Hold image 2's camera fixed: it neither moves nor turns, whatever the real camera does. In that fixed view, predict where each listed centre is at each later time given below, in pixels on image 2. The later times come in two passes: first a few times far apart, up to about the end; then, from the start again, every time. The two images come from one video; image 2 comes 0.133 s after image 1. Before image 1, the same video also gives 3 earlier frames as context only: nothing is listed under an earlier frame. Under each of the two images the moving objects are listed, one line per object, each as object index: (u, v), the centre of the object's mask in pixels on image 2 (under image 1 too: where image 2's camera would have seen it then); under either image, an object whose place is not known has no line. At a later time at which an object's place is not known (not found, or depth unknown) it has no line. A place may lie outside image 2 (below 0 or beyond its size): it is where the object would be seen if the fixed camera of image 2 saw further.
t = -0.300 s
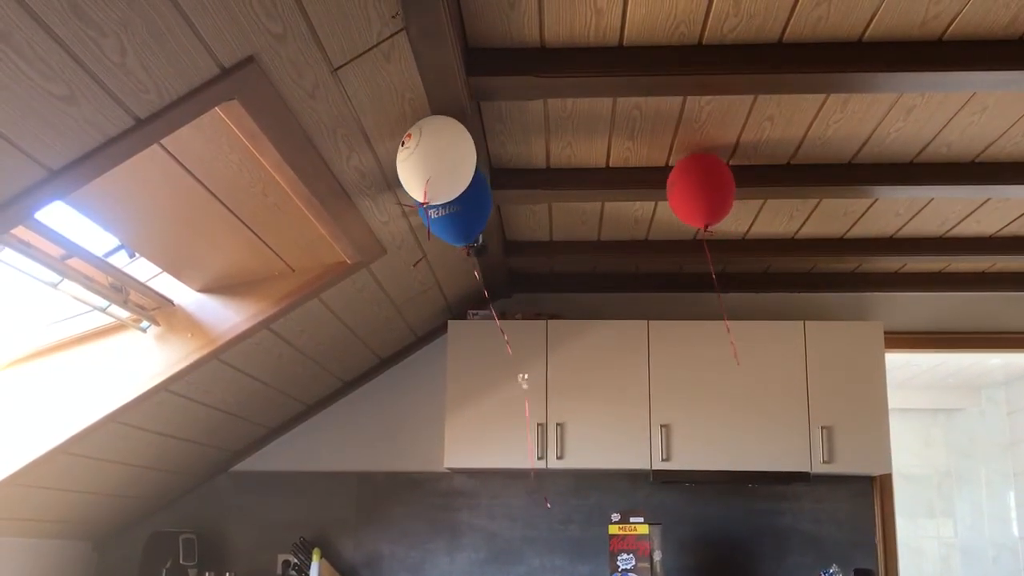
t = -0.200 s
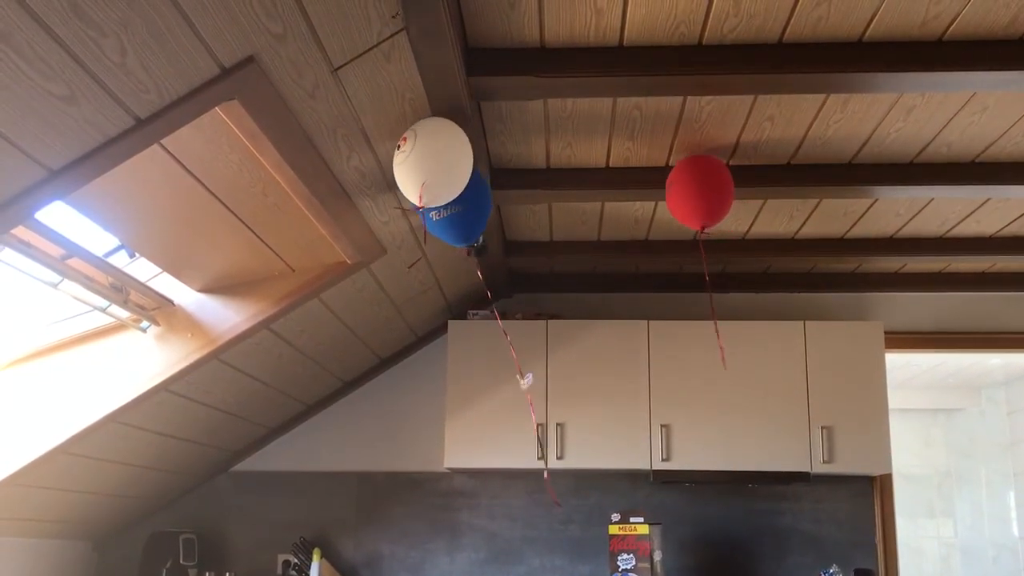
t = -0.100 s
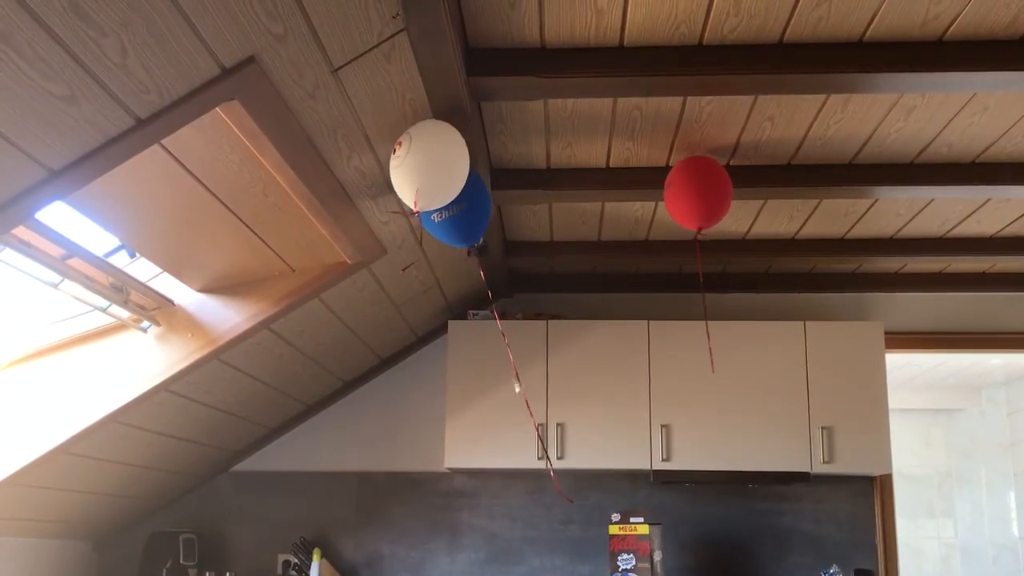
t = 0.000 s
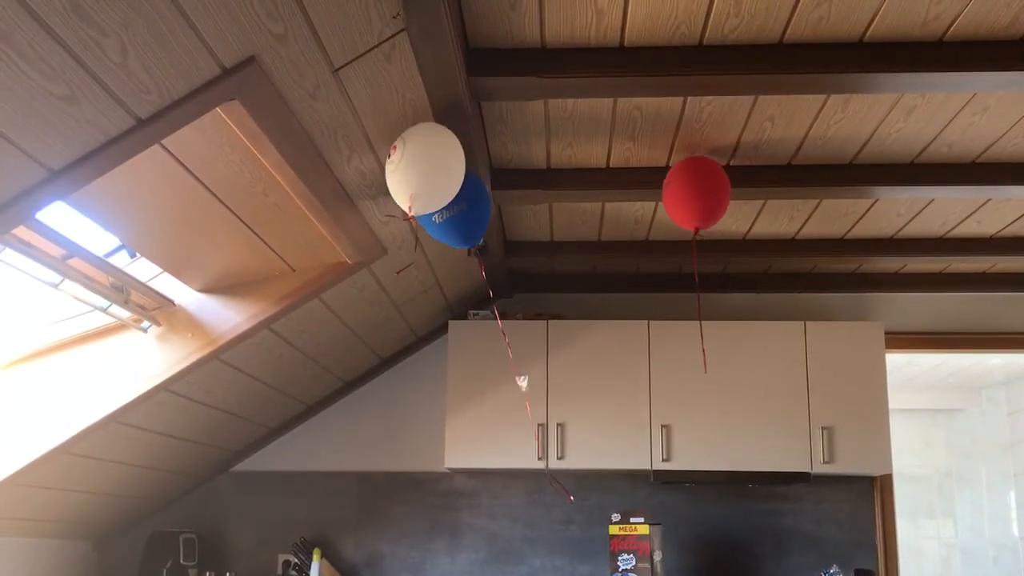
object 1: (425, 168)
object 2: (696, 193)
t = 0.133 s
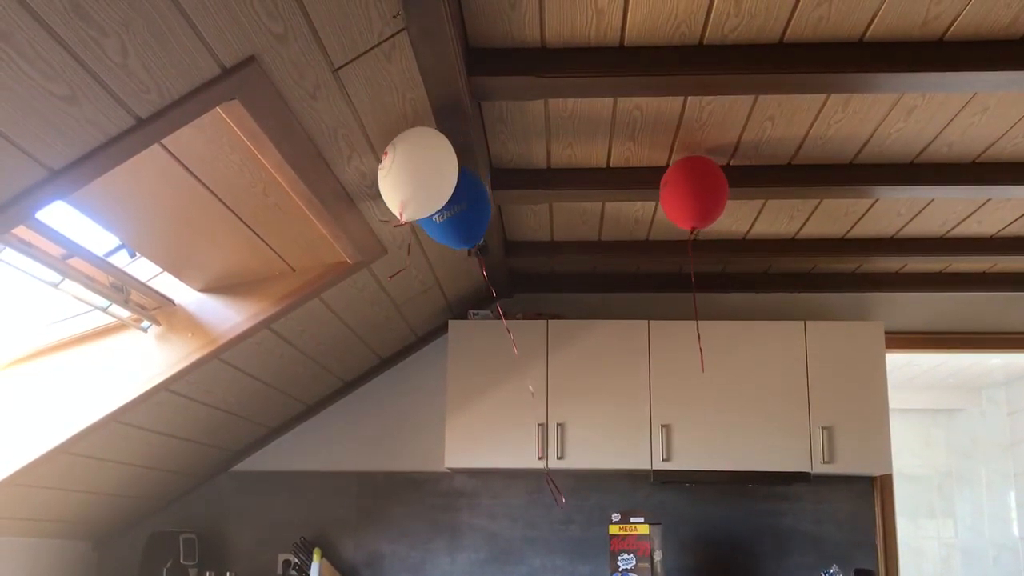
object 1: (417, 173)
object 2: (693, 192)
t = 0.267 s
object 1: (408, 180)
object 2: (690, 191)
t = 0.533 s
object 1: (385, 196)
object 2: (683, 188)
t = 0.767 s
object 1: (362, 213)
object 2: (677, 189)
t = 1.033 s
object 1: (334, 232)
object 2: (668, 191)
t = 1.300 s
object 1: (301, 244)
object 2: (658, 190)
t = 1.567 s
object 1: (256, 257)
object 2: (647, 191)
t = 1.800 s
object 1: (220, 268)
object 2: (636, 192)
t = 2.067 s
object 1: (189, 294)
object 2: (623, 193)
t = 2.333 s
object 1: (187, 344)
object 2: (611, 194)
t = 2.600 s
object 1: (193, 402)
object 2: (601, 196)
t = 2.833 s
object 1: (201, 440)
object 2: (592, 196)
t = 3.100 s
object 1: (217, 468)
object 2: (580, 197)
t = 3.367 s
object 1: (242, 480)
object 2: (568, 196)
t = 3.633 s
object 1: (280, 486)
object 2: (556, 194)
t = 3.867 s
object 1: (323, 492)
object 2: (548, 195)
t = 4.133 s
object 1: (373, 509)
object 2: (538, 194)
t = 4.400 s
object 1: (421, 531)
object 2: (529, 194)
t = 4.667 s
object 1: (466, 552)
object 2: (521, 193)
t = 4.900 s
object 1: (506, 566)
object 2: (524, 195)
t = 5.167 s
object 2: (529, 195)
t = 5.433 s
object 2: (533, 193)
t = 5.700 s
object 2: (535, 191)
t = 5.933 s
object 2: (535, 192)
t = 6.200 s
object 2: (535, 192)
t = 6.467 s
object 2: (534, 191)
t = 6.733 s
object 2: (531, 190)
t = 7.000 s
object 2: (529, 189)
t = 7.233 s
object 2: (525, 187)
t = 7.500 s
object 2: (522, 187)
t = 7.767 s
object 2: (521, 187)
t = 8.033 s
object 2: (522, 187)
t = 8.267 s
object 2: (523, 188)
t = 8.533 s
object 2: (523, 189)
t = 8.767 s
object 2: (523, 189)
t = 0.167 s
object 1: (415, 175)
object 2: (693, 192)
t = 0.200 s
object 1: (413, 176)
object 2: (692, 192)
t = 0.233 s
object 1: (410, 178)
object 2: (691, 192)
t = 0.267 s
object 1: (408, 180)
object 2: (690, 191)
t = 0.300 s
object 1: (405, 181)
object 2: (689, 191)
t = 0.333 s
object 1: (402, 183)
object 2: (689, 191)
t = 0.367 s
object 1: (399, 185)
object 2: (688, 191)
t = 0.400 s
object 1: (396, 187)
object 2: (687, 190)
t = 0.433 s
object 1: (393, 189)
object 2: (686, 190)
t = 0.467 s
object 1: (390, 191)
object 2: (685, 189)
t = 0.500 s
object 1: (388, 193)
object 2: (683, 189)
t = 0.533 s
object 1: (385, 196)
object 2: (683, 188)
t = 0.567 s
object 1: (382, 198)
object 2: (681, 188)
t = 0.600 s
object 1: (379, 200)
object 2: (681, 188)
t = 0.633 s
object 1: (376, 202)
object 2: (680, 188)
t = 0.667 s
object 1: (373, 205)
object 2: (679, 189)
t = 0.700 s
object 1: (369, 208)
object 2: (679, 189)
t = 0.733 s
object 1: (366, 210)
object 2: (678, 189)
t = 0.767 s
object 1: (362, 213)
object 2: (677, 189)
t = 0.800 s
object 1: (358, 215)
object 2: (676, 190)
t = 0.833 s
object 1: (355, 218)
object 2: (675, 190)
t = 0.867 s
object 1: (351, 220)
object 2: (674, 190)
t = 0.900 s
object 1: (348, 223)
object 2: (673, 190)
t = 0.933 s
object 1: (344, 225)
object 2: (671, 190)
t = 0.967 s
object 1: (341, 228)
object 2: (670, 190)
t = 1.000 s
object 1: (338, 230)
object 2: (669, 191)
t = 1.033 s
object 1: (334, 232)
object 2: (668, 191)
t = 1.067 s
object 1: (329, 234)
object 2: (667, 191)
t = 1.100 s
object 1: (326, 236)
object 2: (666, 191)
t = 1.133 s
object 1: (323, 238)
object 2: (665, 190)
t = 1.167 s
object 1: (319, 239)
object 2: (663, 190)
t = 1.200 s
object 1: (316, 240)
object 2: (662, 190)
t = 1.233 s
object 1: (311, 242)
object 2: (660, 190)
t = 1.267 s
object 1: (306, 243)
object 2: (659, 189)
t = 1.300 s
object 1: (301, 244)
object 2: (658, 190)
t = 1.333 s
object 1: (295, 245)
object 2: (656, 189)
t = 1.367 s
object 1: (290, 247)
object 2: (655, 190)
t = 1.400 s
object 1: (284, 248)
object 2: (654, 190)
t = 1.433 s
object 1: (278, 250)
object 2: (653, 190)
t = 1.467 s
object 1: (272, 251)
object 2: (651, 191)
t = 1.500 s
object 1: (267, 253)
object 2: (650, 191)
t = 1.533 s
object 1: (261, 255)
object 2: (649, 191)
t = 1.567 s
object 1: (256, 257)
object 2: (647, 191)
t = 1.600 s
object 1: (251, 259)
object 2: (646, 191)
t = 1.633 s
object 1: (246, 260)
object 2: (644, 191)
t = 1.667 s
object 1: (241, 262)
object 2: (643, 192)
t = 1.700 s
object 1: (236, 263)
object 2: (641, 192)
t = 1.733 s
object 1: (230, 265)
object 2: (640, 192)
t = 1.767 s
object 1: (225, 266)
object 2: (638, 192)
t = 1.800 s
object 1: (220, 268)
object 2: (636, 192)
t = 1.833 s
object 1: (215, 270)
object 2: (635, 192)
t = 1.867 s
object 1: (210, 274)
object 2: (633, 192)
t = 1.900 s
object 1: (205, 276)
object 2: (631, 192)
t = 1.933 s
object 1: (201, 279)
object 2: (629, 192)
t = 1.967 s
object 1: (198, 282)
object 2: (627, 192)
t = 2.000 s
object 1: (194, 286)
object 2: (626, 192)
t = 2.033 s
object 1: (191, 289)
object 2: (625, 192)
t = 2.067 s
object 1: (189, 294)
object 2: (623, 193)
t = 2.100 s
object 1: (187, 299)
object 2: (622, 193)
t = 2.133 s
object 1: (186, 304)
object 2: (620, 194)
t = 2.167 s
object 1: (186, 310)
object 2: (618, 194)
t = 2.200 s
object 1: (185, 315)
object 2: (617, 194)
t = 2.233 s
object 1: (185, 322)
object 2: (615, 194)
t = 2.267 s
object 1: (186, 329)
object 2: (613, 194)
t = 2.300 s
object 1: (186, 336)
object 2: (612, 194)
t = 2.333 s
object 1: (187, 344)
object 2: (611, 194)
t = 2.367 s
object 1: (187, 353)
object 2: (610, 195)
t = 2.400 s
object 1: (188, 360)
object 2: (609, 195)
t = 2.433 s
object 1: (188, 367)
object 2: (608, 195)
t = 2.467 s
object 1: (189, 375)
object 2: (606, 196)
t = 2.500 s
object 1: (190, 382)
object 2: (605, 196)
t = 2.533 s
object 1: (191, 389)
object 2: (604, 196)
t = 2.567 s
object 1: (193, 396)
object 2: (603, 196)
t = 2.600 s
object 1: (193, 402)
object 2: (601, 196)
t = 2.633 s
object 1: (194, 408)
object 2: (600, 196)
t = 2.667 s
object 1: (195, 414)
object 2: (599, 196)
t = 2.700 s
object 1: (196, 419)
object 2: (597, 196)
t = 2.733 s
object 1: (197, 425)
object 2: (596, 196)
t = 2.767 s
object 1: (198, 430)
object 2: (595, 196)
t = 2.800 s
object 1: (200, 435)
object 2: (593, 196)
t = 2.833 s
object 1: (201, 440)
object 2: (592, 196)
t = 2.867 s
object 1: (203, 444)
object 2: (590, 197)
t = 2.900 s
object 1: (205, 449)
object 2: (589, 197)
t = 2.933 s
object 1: (207, 453)
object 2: (587, 197)
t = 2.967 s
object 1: (208, 456)
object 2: (586, 197)
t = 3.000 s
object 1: (210, 460)
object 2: (584, 197)
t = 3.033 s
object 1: (212, 463)
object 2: (583, 197)
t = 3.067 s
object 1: (215, 466)
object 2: (581, 197)
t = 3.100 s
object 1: (217, 468)
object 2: (580, 197)
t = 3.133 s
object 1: (219, 471)
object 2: (578, 197)
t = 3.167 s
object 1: (222, 473)
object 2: (577, 197)
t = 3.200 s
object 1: (225, 475)
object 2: (575, 197)
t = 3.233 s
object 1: (228, 476)
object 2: (574, 196)
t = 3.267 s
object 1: (231, 477)
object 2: (573, 196)
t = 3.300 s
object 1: (234, 479)
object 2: (571, 196)
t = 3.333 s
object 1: (238, 479)
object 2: (569, 196)
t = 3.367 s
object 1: (242, 480)
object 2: (568, 196)
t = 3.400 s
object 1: (246, 481)
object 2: (566, 196)
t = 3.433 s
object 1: (250, 482)
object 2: (565, 195)
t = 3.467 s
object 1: (255, 482)
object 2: (563, 195)
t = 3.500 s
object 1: (259, 483)
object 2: (562, 195)
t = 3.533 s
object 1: (264, 484)
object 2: (560, 195)
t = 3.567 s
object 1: (269, 484)
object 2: (559, 194)
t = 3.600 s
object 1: (275, 485)
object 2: (557, 194)
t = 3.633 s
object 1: (280, 486)
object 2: (556, 194)
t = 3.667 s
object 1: (286, 486)
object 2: (555, 194)
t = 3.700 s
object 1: (292, 487)
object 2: (554, 194)
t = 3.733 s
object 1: (298, 488)
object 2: (552, 194)
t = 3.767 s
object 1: (304, 489)
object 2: (551, 194)
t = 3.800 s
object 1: (311, 490)
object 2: (550, 194)
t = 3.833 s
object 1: (317, 491)
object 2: (549, 195)
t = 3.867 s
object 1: (323, 492)
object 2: (548, 195)
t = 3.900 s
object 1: (329, 494)
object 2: (546, 195)
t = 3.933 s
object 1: (336, 496)
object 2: (545, 195)
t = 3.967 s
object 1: (342, 498)
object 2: (544, 195)
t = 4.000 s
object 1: (348, 499)
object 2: (543, 195)
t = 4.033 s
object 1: (354, 502)
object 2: (541, 194)
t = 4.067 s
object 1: (360, 504)
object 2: (540, 194)
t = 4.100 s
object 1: (367, 506)
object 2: (539, 194)
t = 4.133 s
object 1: (373, 509)
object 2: (538, 194)
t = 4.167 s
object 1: (379, 511)
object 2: (537, 194)
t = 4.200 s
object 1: (385, 514)
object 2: (535, 194)
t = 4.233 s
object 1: (391, 516)
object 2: (535, 194)
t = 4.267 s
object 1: (397, 519)
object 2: (533, 194)
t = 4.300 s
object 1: (403, 522)
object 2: (532, 194)
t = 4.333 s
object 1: (409, 525)
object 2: (531, 194)
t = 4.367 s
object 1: (415, 528)
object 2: (530, 194)
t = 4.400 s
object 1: (421, 531)
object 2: (529, 194)
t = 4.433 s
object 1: (426, 534)
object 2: (528, 194)
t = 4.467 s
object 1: (432, 537)
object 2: (527, 194)
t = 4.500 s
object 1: (438, 540)
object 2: (526, 194)
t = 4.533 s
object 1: (443, 542)
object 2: (525, 194)
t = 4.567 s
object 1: (449, 545)
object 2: (524, 193)
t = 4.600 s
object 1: (455, 547)
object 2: (523, 193)
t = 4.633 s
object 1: (460, 550)
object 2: (522, 193)
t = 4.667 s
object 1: (466, 552)
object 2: (521, 193)
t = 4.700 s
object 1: (472, 554)
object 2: (521, 194)
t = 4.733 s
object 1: (477, 556)
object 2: (521, 194)
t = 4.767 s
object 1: (483, 558)
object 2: (521, 194)
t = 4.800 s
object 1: (489, 560)
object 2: (522, 194)
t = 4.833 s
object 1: (494, 562)
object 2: (522, 194)
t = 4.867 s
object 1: (500, 564)
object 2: (523, 194)
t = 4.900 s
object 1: (506, 566)
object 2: (524, 195)
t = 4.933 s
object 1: (511, 568)
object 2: (525, 195)
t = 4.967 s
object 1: (517, 570)
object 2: (525, 195)
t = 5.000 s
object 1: (523, 572)
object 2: (526, 196)
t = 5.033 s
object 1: (529, 573)
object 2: (526, 196)
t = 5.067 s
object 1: (535, 575)
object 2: (527, 196)
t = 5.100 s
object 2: (528, 196)
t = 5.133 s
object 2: (528, 196)
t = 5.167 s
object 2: (529, 195)
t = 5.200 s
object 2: (530, 195)
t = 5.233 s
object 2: (530, 195)
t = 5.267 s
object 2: (531, 195)
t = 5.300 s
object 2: (531, 195)
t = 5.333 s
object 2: (531, 195)
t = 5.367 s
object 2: (532, 194)
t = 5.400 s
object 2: (532, 194)
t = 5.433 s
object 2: (533, 193)
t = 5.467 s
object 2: (533, 193)
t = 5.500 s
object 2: (533, 192)
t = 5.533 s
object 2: (534, 192)
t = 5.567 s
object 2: (534, 192)
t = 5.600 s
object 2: (534, 191)
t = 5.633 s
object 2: (534, 191)
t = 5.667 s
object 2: (535, 191)
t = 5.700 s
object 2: (535, 191)
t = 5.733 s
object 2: (535, 191)
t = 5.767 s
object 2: (535, 192)
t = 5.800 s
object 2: (535, 192)
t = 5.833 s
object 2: (535, 192)
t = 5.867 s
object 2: (535, 192)
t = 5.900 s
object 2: (535, 191)
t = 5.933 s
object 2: (535, 192)
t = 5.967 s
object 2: (535, 192)
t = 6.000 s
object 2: (535, 192)
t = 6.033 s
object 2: (535, 192)
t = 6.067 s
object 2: (535, 192)
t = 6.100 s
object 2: (535, 192)
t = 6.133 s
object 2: (535, 192)
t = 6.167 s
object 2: (535, 192)
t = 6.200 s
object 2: (535, 192)
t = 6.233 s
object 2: (535, 192)
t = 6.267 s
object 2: (534, 191)
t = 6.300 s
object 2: (534, 192)
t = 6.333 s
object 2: (534, 191)
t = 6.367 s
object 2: (534, 191)
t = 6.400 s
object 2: (534, 191)
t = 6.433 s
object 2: (534, 191)
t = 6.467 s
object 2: (534, 191)
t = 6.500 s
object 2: (533, 191)
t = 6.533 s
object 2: (533, 191)
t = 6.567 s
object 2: (533, 191)
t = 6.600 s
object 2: (533, 191)
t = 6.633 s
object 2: (533, 191)
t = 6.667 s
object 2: (532, 191)
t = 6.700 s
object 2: (532, 190)
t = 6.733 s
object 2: (531, 190)
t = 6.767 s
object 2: (531, 190)
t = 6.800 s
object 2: (531, 190)
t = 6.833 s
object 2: (530, 190)
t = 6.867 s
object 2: (530, 190)
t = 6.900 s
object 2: (530, 189)
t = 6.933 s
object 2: (529, 189)
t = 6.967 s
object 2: (529, 189)
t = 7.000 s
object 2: (529, 189)
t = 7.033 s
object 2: (528, 189)
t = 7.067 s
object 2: (528, 189)
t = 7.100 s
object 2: (527, 188)
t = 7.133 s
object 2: (527, 188)
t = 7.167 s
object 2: (526, 188)
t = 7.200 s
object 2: (526, 188)
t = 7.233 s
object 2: (525, 187)
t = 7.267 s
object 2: (525, 187)
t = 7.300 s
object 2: (524, 187)
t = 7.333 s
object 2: (524, 187)
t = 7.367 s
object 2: (523, 187)
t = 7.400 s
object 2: (523, 187)
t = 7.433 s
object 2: (523, 187)
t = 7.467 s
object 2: (522, 187)
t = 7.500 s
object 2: (522, 187)
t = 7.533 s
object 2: (522, 187)
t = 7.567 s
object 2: (522, 187)
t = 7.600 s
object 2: (521, 187)
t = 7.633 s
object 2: (521, 187)
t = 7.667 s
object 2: (521, 187)
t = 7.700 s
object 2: (521, 187)
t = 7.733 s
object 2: (521, 187)
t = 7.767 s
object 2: (521, 187)
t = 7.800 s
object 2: (521, 187)
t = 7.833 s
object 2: (522, 187)
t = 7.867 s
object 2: (522, 187)
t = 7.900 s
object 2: (522, 187)
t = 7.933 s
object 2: (522, 187)
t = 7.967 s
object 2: (522, 187)
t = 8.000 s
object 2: (522, 187)
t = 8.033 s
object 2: (522, 187)
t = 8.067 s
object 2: (522, 187)
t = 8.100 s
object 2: (523, 188)
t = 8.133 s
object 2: (523, 188)
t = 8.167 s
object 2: (523, 188)
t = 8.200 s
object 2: (523, 188)
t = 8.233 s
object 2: (523, 188)
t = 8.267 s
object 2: (523, 188)
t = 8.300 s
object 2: (523, 188)
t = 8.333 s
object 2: (523, 188)
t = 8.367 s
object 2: (523, 188)
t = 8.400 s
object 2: (523, 188)
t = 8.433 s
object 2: (523, 188)
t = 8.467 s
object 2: (523, 188)
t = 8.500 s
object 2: (523, 189)
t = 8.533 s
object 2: (523, 189)
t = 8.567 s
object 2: (523, 189)
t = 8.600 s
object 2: (523, 189)
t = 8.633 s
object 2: (523, 189)
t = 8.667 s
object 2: (523, 189)
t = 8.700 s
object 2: (523, 189)
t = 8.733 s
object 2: (523, 189)
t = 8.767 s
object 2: (523, 189)
